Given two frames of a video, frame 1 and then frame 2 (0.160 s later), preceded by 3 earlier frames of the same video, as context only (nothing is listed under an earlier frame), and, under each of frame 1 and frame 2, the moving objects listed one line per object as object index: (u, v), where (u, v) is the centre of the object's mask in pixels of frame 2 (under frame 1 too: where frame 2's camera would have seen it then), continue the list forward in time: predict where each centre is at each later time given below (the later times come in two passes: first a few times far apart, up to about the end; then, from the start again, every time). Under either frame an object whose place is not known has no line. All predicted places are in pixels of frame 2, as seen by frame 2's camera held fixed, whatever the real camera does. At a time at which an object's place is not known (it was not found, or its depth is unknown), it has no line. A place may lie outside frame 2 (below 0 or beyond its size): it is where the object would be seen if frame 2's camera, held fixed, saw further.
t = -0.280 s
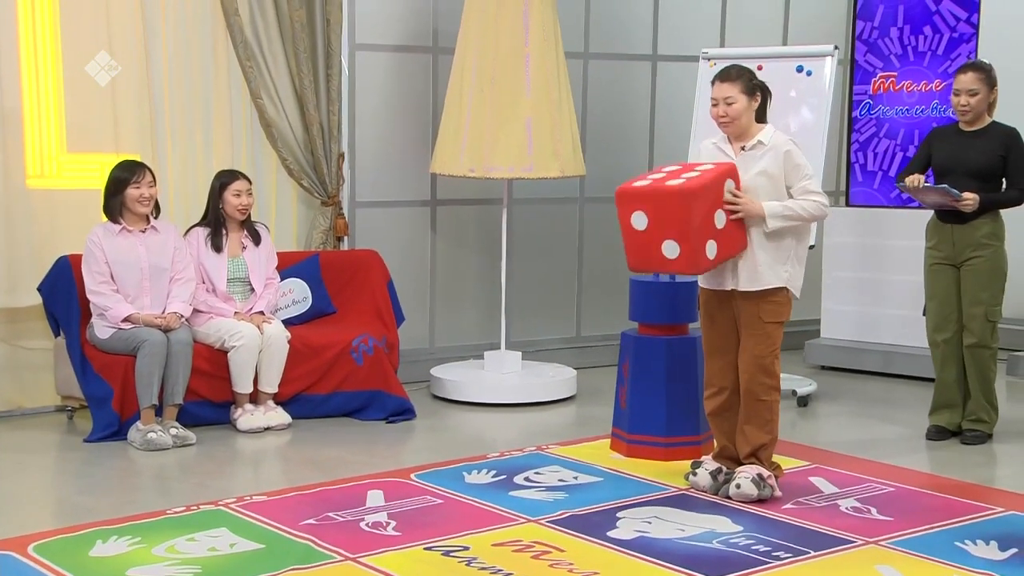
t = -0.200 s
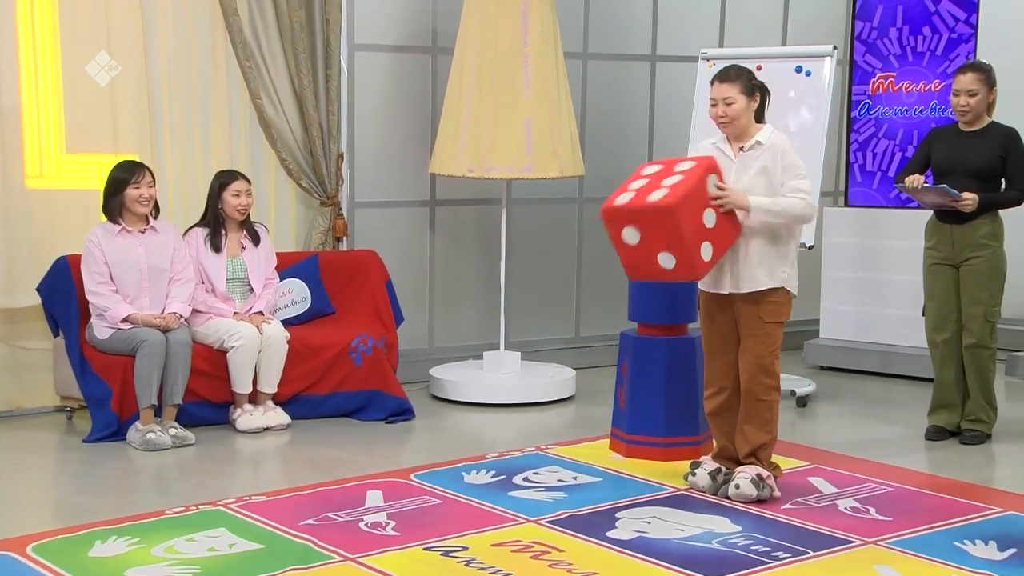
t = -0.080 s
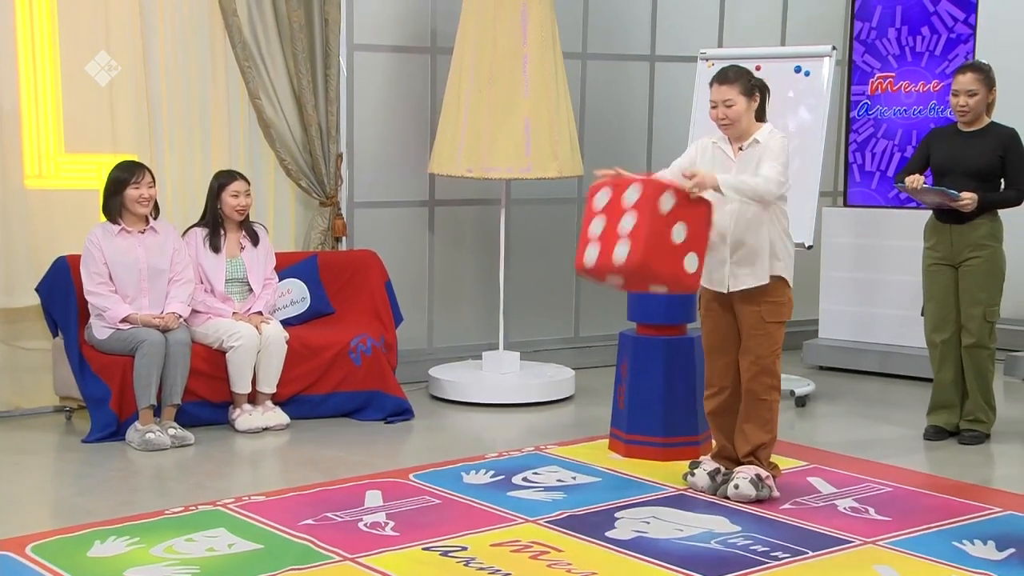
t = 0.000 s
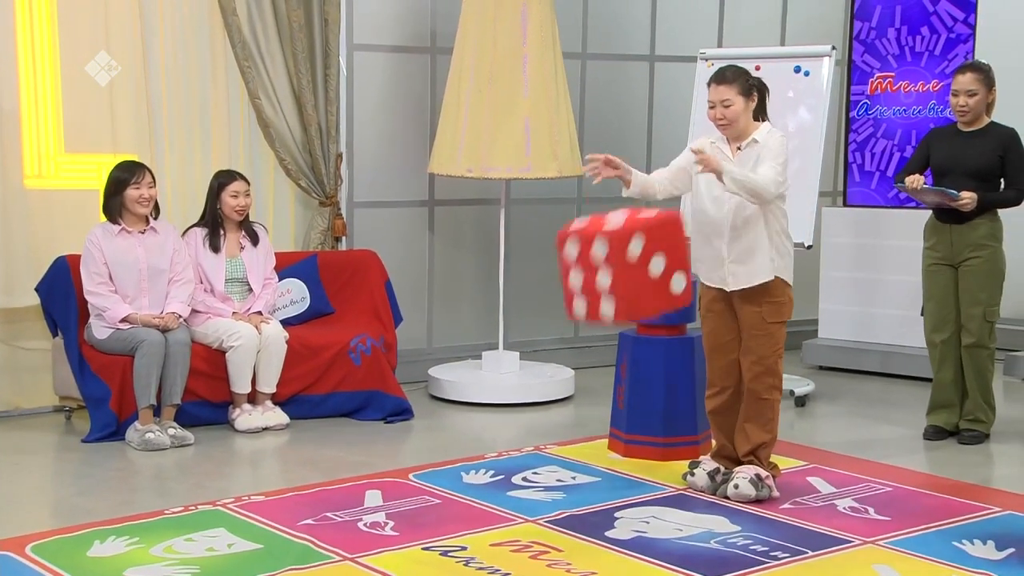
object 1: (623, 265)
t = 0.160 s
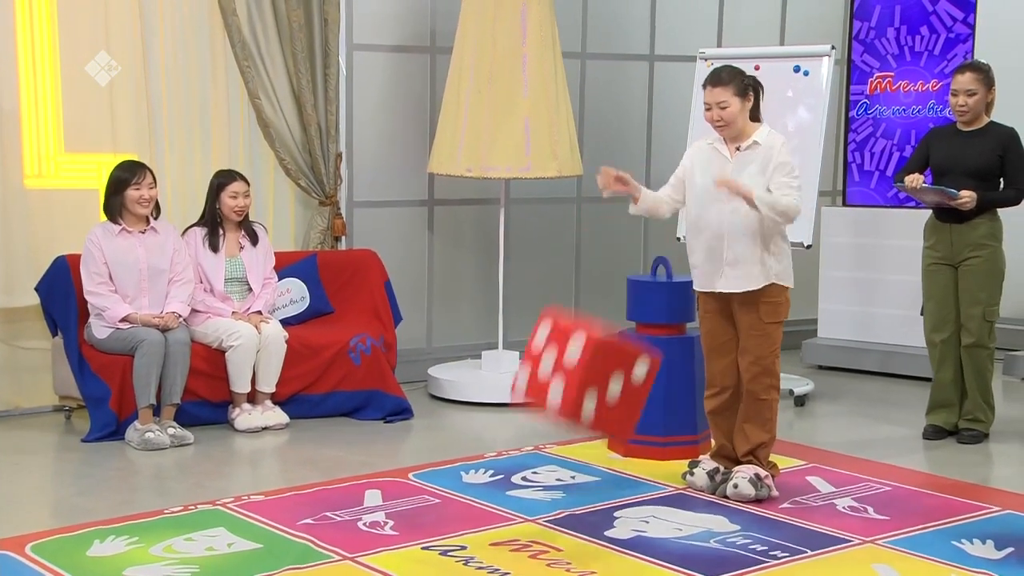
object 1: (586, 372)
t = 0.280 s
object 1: (554, 499)
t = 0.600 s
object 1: (538, 442)
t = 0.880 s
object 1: (558, 476)
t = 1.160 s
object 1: (584, 477)
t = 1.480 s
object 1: (555, 490)
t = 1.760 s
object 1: (557, 493)
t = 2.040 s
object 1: (556, 493)
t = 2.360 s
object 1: (556, 493)
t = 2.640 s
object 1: (556, 493)
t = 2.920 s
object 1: (556, 493)
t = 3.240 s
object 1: (556, 493)
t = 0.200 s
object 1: (574, 413)
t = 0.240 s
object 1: (564, 460)
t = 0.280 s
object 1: (554, 499)
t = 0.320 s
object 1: (551, 484)
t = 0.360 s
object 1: (549, 464)
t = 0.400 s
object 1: (548, 449)
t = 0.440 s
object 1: (545, 439)
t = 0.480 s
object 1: (544, 433)
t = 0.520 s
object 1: (542, 432)
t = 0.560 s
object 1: (540, 435)
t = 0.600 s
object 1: (538, 442)
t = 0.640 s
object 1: (536, 453)
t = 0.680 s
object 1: (534, 469)
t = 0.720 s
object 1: (533, 483)
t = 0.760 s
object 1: (538, 479)
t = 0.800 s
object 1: (544, 475)
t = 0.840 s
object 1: (550, 474)
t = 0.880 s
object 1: (558, 476)
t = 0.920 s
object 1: (565, 476)
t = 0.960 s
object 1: (571, 475)
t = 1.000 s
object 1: (577, 474)
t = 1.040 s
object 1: (580, 473)
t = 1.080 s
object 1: (582, 474)
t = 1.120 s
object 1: (584, 475)
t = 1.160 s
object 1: (584, 477)
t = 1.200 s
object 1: (583, 480)
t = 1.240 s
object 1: (581, 483)
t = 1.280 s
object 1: (579, 486)
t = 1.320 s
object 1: (574, 488)
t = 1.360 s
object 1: (569, 489)
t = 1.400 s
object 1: (563, 490)
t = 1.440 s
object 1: (559, 490)
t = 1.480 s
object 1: (555, 490)
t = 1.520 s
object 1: (554, 489)
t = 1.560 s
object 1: (554, 490)
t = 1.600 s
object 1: (554, 491)
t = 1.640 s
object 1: (556, 493)
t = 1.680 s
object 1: (557, 492)
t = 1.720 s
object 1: (558, 492)
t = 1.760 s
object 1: (557, 493)
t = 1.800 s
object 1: (555, 492)
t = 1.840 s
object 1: (555, 493)
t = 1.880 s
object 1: (555, 493)
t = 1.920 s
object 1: (556, 493)
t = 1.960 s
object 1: (556, 493)
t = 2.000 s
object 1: (556, 493)
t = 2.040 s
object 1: (556, 493)
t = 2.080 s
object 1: (556, 493)
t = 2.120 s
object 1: (556, 493)
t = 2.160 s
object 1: (556, 493)
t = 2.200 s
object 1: (556, 493)
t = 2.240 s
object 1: (556, 493)
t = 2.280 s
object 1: (556, 493)
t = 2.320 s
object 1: (556, 493)
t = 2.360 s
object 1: (556, 493)
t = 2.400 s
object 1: (556, 493)
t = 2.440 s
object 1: (556, 493)
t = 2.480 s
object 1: (556, 493)
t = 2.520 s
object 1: (556, 493)
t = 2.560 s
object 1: (556, 493)
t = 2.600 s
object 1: (556, 493)
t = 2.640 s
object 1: (556, 493)
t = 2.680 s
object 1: (556, 493)
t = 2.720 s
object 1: (556, 493)
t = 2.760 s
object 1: (556, 493)
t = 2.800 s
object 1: (556, 493)
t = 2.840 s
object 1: (555, 493)
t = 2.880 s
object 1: (556, 493)
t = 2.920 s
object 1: (556, 493)
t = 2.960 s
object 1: (555, 493)
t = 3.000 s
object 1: (556, 493)
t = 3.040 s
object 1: (555, 493)
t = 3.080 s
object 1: (556, 493)
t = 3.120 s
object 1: (556, 493)
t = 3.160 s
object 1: (556, 493)
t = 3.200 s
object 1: (556, 493)
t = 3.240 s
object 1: (556, 493)
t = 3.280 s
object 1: (555, 493)
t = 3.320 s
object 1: (555, 493)
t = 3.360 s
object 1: (555, 493)
